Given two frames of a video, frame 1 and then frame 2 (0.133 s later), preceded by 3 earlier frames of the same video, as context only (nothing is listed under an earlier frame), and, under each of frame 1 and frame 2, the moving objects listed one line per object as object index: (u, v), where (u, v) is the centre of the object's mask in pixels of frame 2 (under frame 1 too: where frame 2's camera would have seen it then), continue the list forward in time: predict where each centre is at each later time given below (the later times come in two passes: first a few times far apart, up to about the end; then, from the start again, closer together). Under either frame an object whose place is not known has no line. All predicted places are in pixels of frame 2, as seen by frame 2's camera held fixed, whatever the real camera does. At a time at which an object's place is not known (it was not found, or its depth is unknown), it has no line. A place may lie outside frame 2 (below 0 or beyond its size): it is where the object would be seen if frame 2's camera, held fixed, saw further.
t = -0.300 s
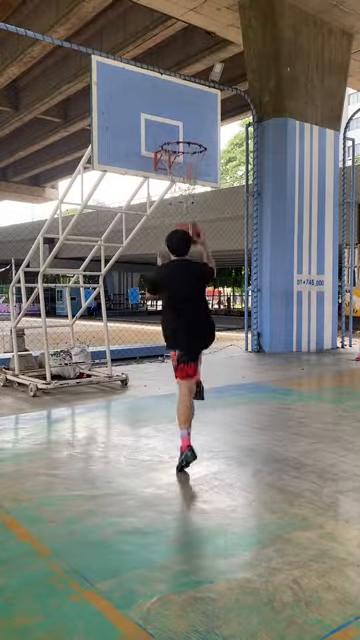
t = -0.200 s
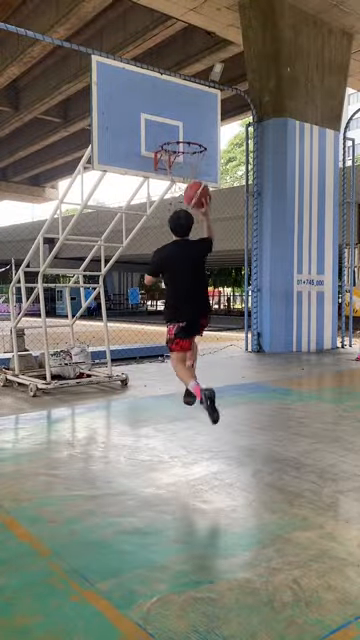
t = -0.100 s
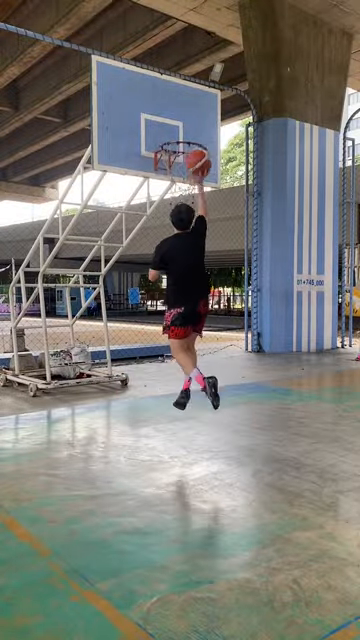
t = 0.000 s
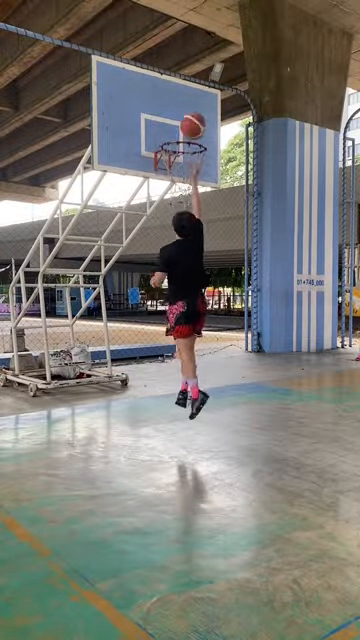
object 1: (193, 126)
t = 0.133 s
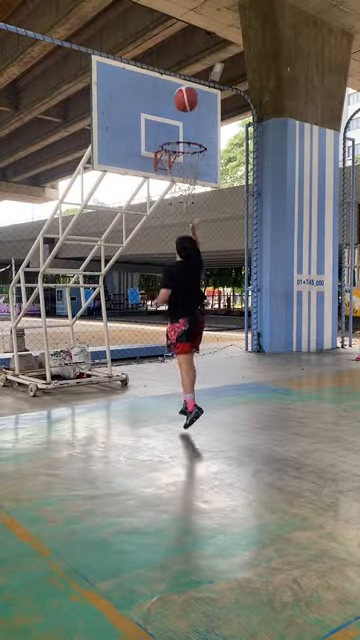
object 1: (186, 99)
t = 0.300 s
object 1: (177, 92)
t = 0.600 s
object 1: (168, 130)
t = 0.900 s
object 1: (181, 138)
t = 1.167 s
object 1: (198, 137)
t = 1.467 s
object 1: (191, 142)
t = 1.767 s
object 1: (172, 196)
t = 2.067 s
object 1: (159, 313)
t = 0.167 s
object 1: (184, 96)
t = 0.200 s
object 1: (182, 93)
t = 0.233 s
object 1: (180, 92)
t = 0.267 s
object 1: (179, 91)
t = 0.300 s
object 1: (177, 92)
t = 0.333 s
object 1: (176, 94)
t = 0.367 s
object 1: (175, 97)
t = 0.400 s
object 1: (173, 101)
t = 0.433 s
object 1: (171, 107)
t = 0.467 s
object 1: (171, 113)
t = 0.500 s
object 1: (169, 120)
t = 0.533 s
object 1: (168, 128)
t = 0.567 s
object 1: (167, 132)
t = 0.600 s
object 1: (168, 130)
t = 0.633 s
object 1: (170, 128)
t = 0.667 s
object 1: (171, 127)
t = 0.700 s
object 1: (172, 127)
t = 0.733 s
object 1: (173, 128)
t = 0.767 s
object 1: (175, 131)
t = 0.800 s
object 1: (176, 133)
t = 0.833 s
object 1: (177, 138)
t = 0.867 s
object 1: (178, 141)
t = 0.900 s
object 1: (181, 138)
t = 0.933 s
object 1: (183, 135)
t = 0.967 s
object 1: (186, 134)
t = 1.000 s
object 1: (189, 133)
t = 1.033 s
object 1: (191, 134)
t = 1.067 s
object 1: (195, 135)
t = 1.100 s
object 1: (197, 137)
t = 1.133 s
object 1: (199, 139)
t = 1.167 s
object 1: (198, 137)
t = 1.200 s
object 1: (197, 135)
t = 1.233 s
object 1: (197, 135)
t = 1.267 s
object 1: (197, 135)
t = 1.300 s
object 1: (197, 136)
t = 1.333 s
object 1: (196, 137)
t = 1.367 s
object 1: (195, 138)
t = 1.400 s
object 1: (194, 138)
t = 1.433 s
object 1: (193, 140)
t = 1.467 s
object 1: (191, 142)
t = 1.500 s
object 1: (189, 144)
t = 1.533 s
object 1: (188, 147)
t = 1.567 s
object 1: (184, 152)
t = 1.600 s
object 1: (183, 156)
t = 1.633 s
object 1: (178, 163)
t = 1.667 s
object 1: (178, 169)
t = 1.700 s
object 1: (175, 179)
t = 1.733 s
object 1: (174, 187)
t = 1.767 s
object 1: (172, 196)
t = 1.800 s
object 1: (170, 206)
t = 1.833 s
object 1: (170, 217)
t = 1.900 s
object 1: (166, 240)
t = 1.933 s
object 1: (165, 253)
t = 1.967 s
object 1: (163, 266)
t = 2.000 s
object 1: (162, 282)
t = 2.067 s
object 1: (159, 313)
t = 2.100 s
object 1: (158, 331)
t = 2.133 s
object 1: (156, 350)
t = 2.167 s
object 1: (155, 368)
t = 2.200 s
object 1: (154, 388)
